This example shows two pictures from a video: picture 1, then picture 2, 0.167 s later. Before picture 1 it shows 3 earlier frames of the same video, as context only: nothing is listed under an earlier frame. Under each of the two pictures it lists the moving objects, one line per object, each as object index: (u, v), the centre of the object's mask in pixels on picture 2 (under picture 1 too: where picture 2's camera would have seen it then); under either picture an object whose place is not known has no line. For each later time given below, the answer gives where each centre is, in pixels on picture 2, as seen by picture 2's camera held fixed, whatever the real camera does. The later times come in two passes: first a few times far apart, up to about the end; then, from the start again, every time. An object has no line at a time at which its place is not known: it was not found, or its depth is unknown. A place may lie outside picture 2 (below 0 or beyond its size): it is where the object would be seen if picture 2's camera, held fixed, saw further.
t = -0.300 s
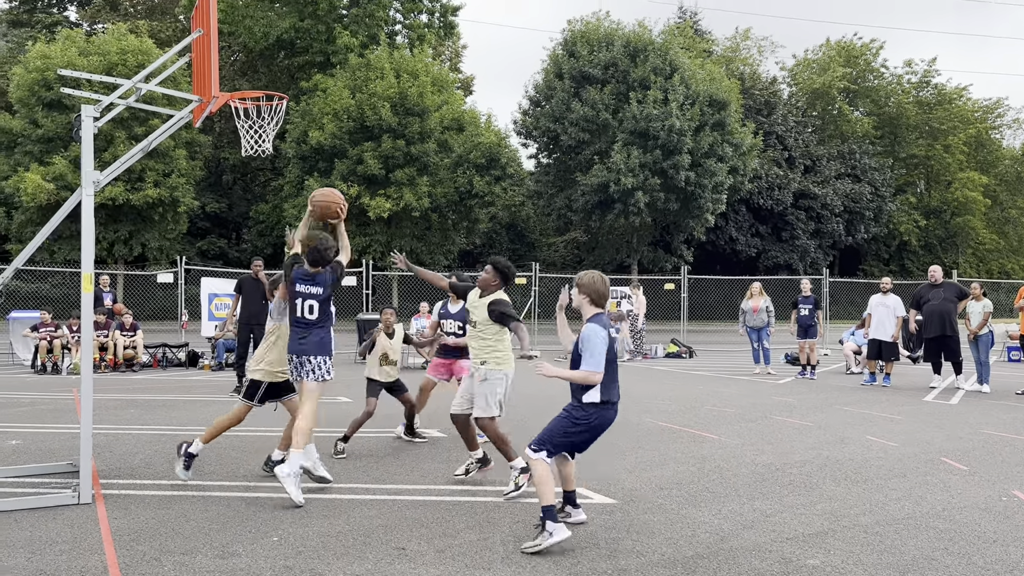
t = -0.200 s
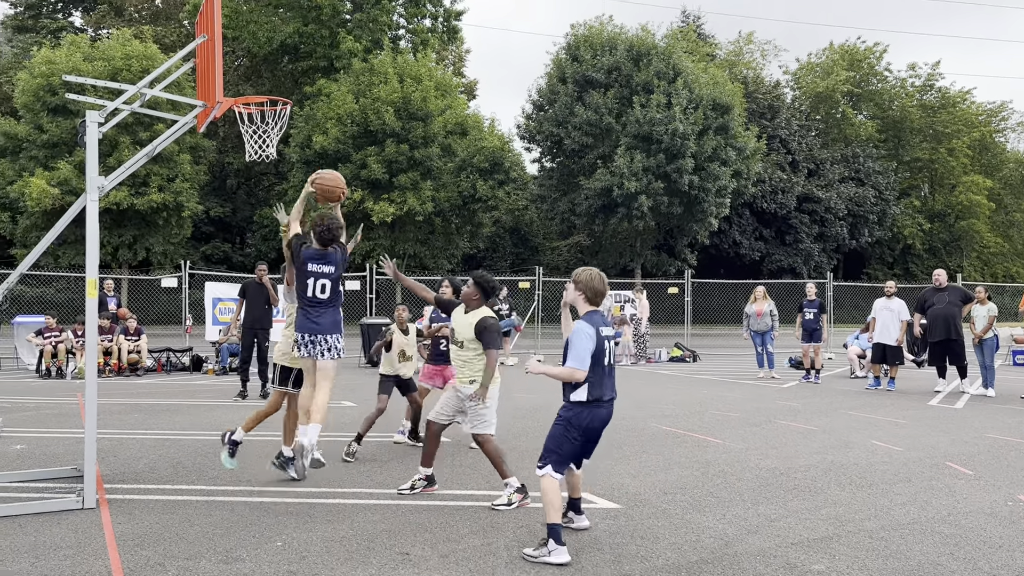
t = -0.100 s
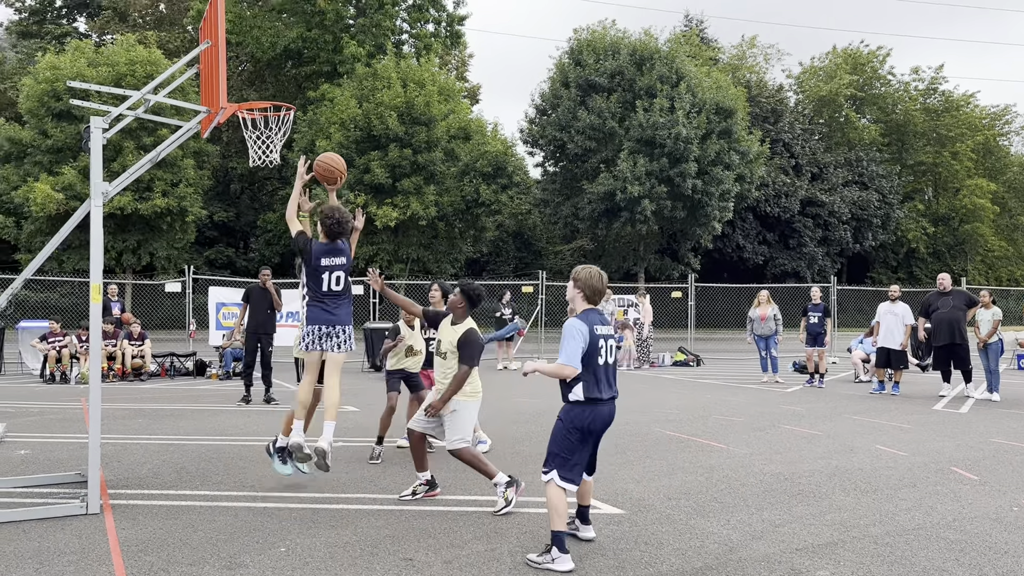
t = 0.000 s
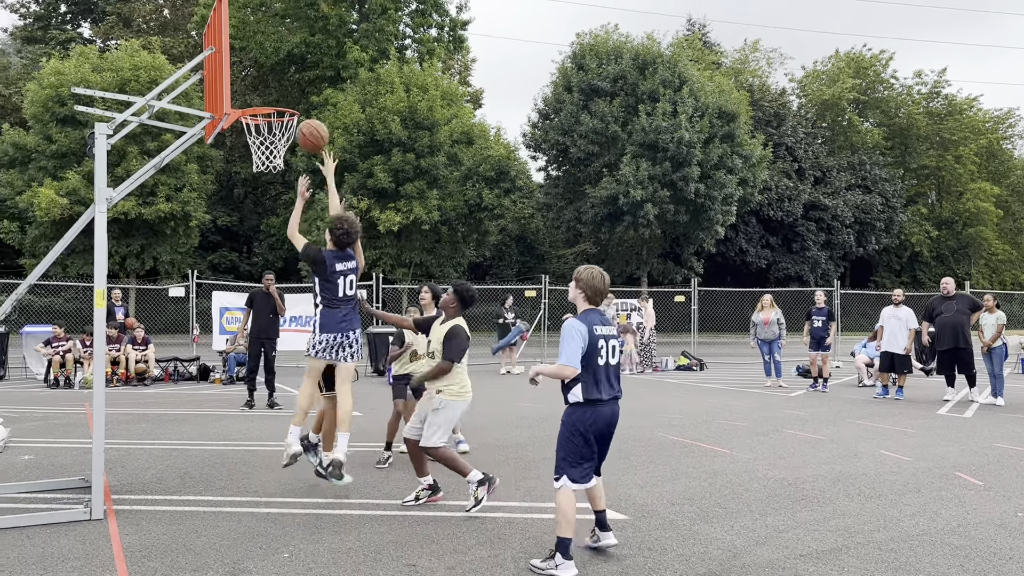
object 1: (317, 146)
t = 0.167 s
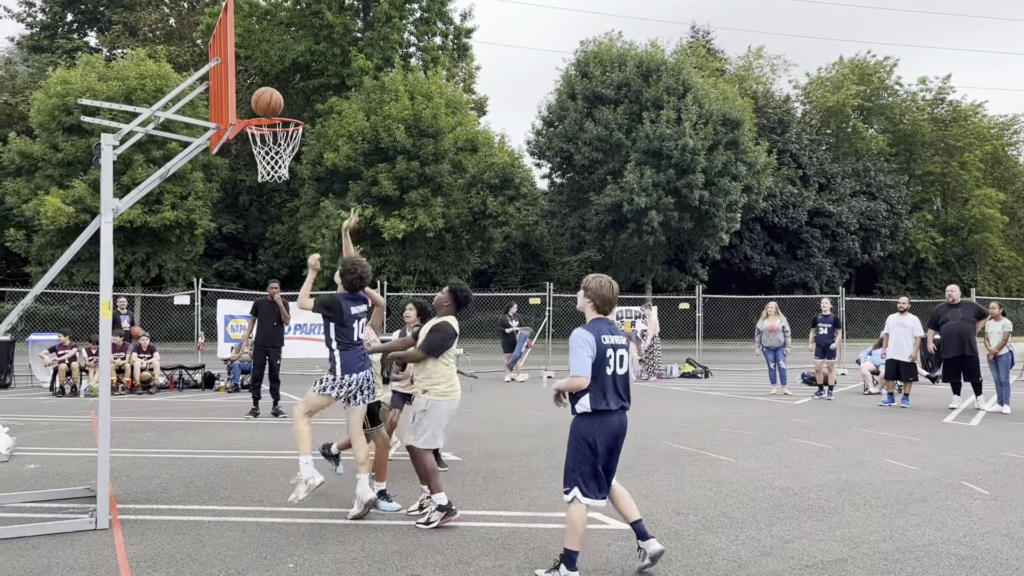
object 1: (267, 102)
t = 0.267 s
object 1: (249, 97)
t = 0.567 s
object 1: (272, 103)
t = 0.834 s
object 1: (287, 167)
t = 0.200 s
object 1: (257, 99)
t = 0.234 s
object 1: (250, 97)
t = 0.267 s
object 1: (249, 97)
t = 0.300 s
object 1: (252, 100)
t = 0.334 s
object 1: (256, 103)
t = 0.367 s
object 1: (259, 102)
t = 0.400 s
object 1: (262, 100)
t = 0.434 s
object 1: (264, 98)
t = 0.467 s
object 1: (266, 96)
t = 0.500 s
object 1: (268, 97)
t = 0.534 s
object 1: (270, 100)
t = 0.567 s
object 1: (272, 103)
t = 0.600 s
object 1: (275, 106)
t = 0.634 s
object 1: (277, 109)
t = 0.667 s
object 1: (281, 117)
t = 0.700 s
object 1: (281, 131)
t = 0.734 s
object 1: (283, 138)
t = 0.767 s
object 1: (286, 149)
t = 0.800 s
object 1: (287, 160)
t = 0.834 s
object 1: (287, 167)
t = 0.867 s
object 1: (287, 177)
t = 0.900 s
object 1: (287, 185)
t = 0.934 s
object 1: (288, 196)
